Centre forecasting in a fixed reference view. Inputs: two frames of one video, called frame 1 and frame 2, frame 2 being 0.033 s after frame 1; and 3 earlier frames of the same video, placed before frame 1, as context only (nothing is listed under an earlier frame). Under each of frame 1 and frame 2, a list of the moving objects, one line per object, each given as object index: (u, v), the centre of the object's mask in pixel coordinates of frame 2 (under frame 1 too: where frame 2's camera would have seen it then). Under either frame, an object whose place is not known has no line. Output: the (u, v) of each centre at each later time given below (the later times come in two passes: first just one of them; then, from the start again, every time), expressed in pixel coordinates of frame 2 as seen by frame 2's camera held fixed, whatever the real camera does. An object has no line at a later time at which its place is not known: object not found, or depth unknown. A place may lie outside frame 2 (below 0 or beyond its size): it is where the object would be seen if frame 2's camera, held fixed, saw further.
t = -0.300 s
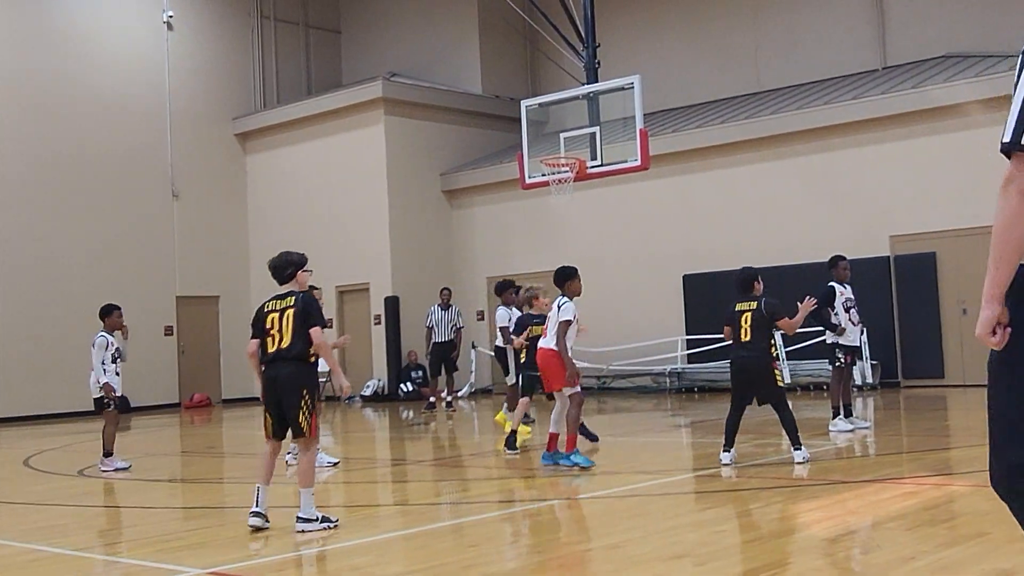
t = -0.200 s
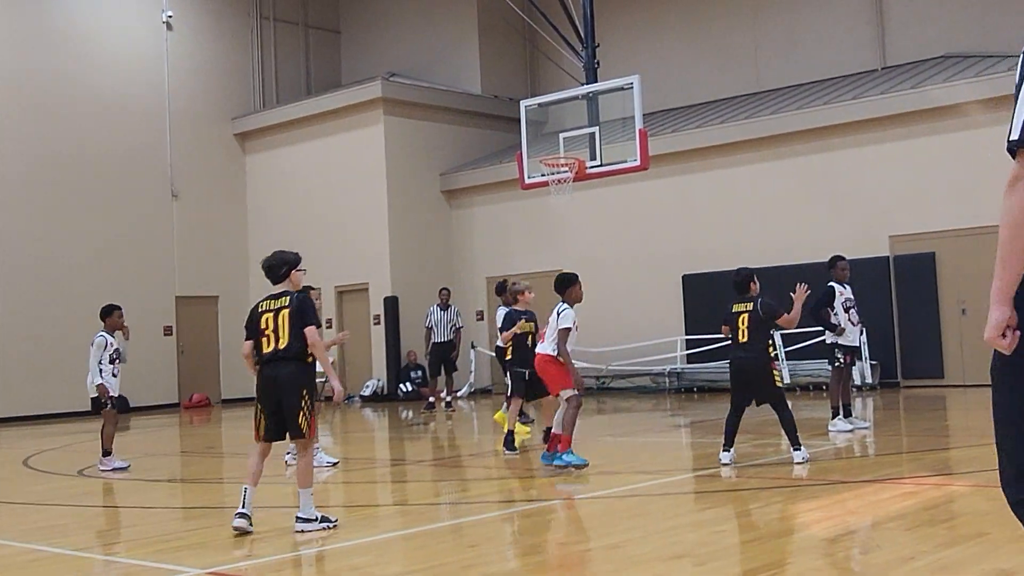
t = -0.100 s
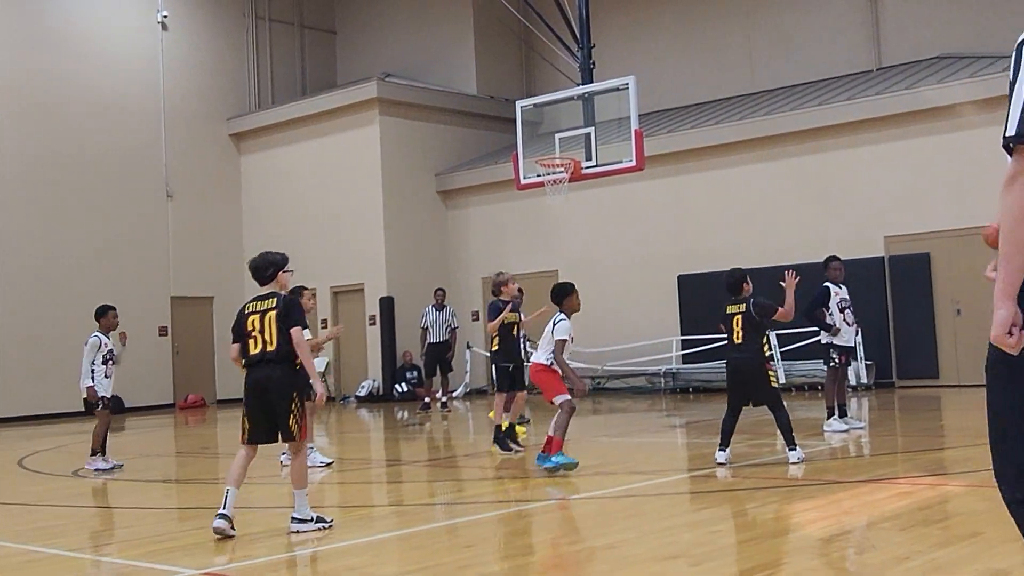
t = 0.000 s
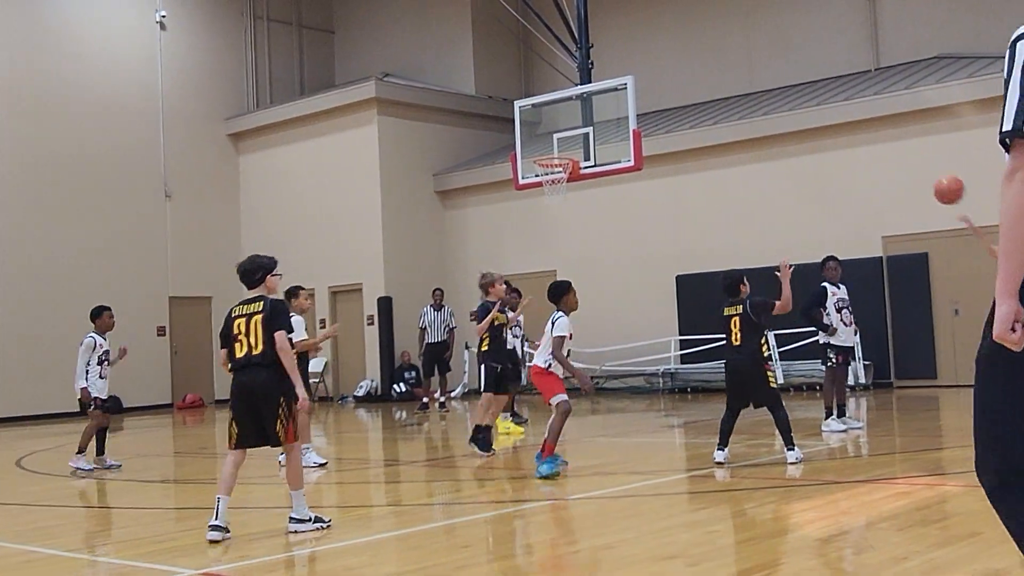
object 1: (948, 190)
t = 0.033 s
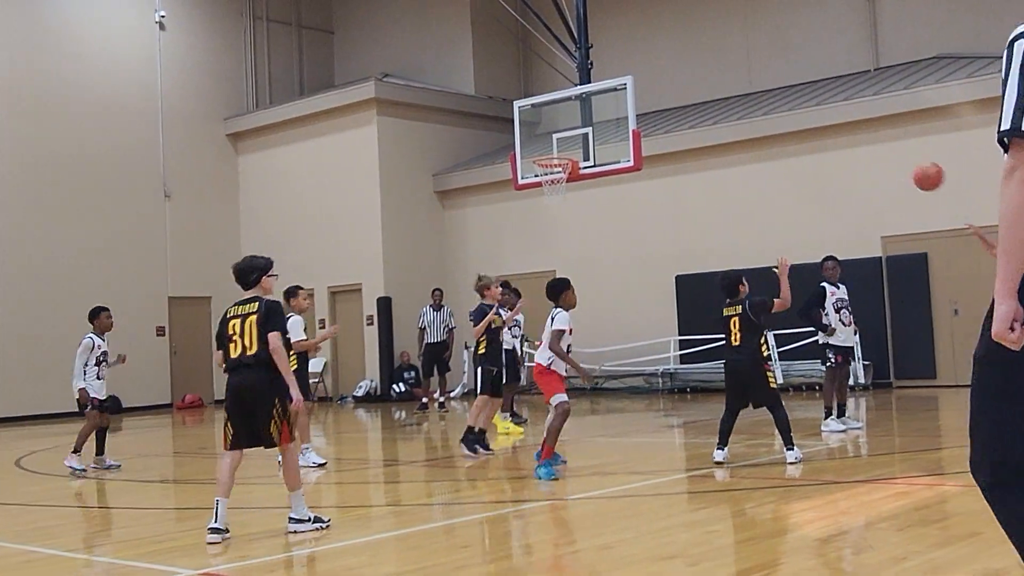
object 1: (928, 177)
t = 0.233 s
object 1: (800, 115)
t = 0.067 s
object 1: (908, 164)
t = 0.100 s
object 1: (887, 151)
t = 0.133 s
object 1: (866, 140)
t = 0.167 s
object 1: (845, 131)
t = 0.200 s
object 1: (822, 122)
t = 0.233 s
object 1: (800, 115)
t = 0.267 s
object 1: (777, 108)
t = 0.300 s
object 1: (753, 103)
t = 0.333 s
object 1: (729, 99)
